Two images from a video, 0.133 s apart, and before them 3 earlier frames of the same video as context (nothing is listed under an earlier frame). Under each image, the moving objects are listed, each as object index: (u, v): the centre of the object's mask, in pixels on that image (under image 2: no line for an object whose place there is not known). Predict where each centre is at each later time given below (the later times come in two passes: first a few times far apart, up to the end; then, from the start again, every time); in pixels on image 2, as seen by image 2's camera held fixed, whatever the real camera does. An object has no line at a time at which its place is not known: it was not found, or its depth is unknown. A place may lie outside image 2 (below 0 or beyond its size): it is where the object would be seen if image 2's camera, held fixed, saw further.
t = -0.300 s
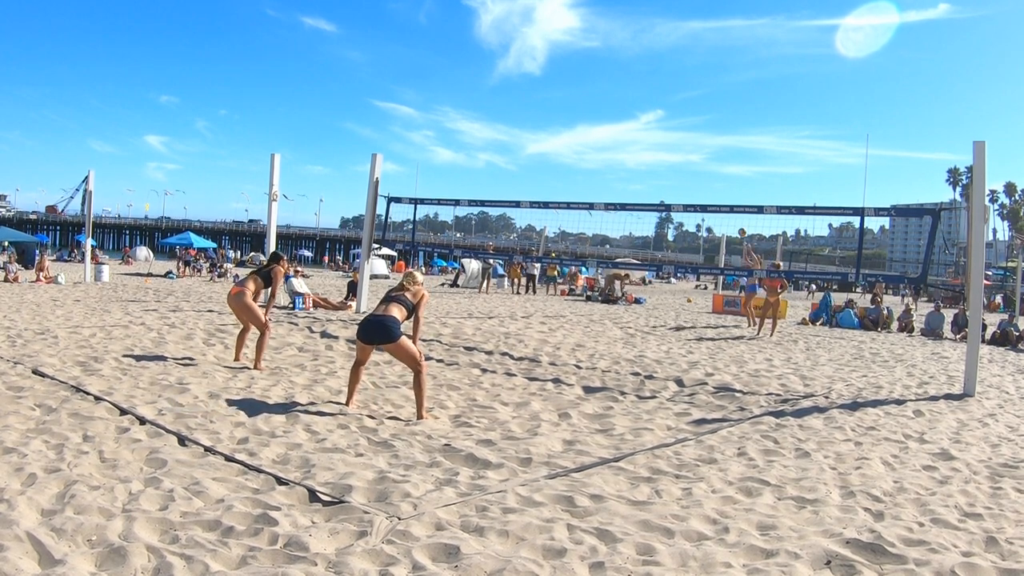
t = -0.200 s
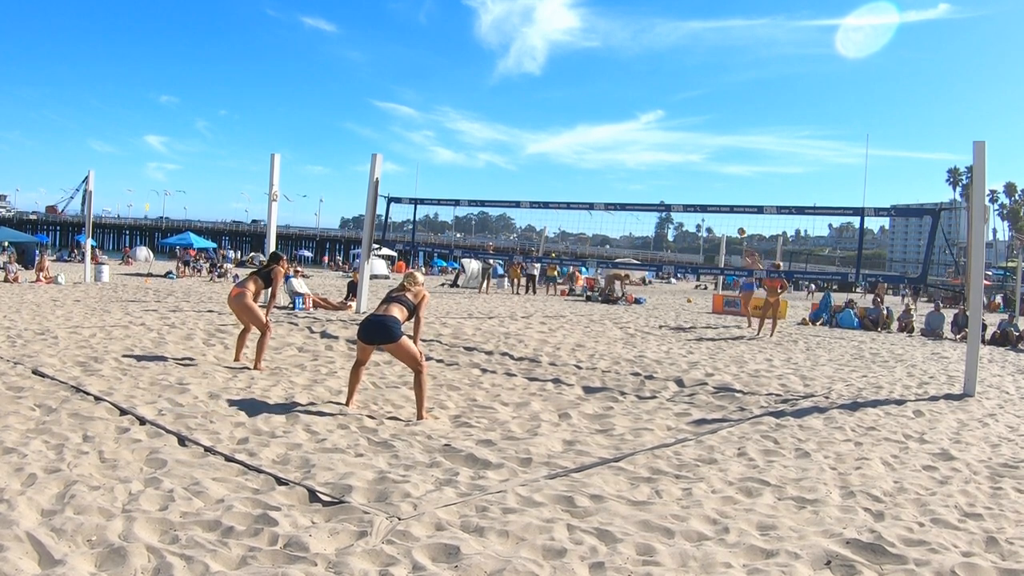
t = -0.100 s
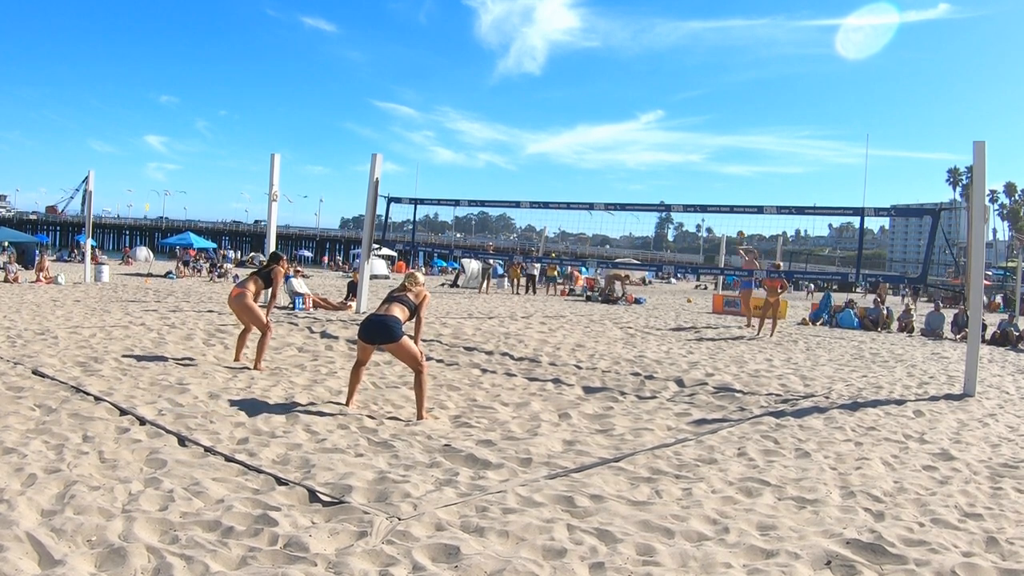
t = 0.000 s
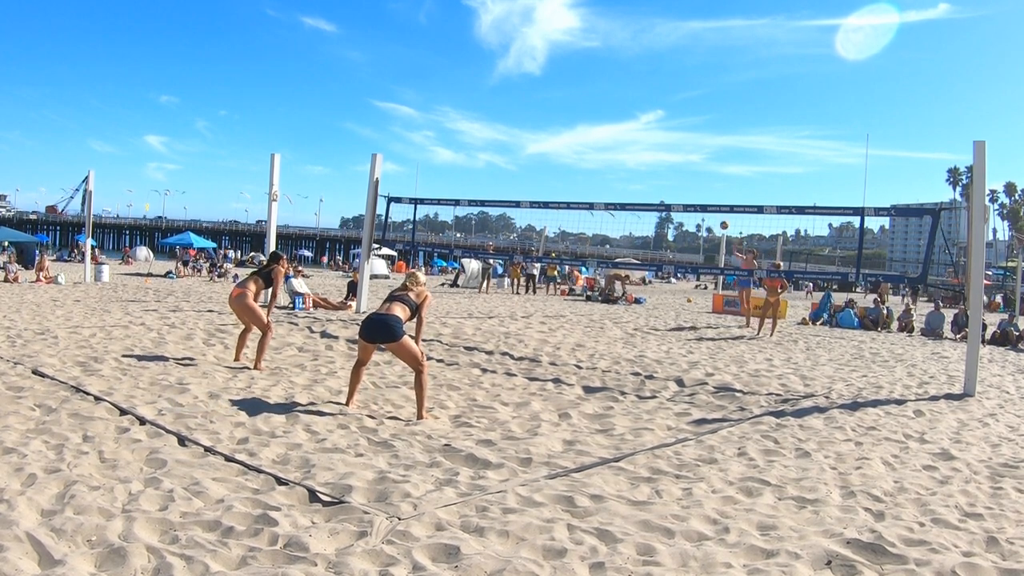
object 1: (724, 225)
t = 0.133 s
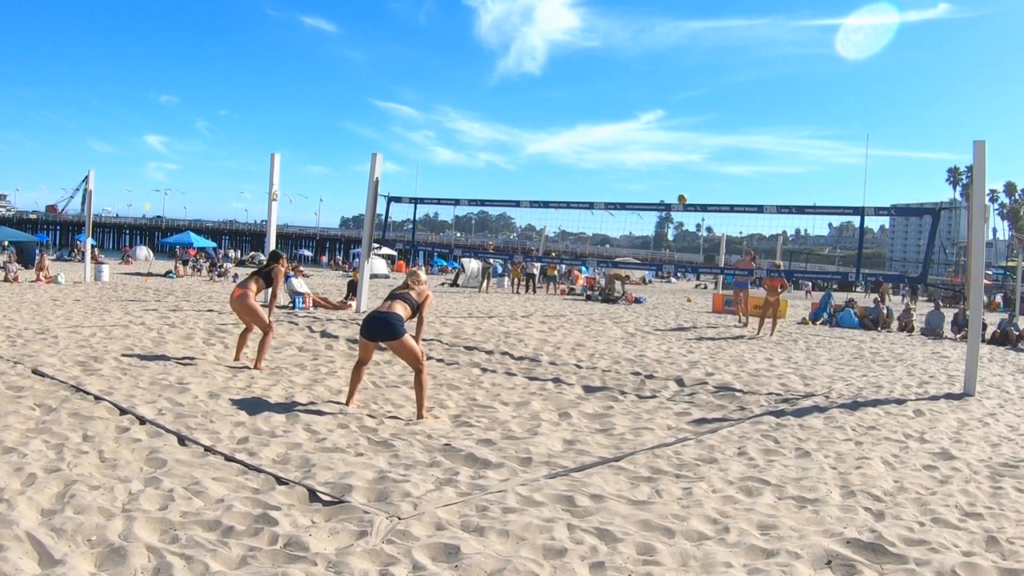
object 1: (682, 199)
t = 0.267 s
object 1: (632, 176)
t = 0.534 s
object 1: (502, 150)
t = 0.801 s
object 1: (321, 157)
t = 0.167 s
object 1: (670, 193)
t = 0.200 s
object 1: (658, 187)
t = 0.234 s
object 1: (645, 181)
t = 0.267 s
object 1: (632, 176)
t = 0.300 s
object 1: (618, 172)
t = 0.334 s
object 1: (603, 167)
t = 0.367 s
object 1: (589, 163)
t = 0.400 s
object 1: (573, 160)
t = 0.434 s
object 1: (556, 157)
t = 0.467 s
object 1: (539, 154)
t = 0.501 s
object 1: (521, 152)
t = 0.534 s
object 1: (502, 150)
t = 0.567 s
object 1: (482, 148)
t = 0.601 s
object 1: (462, 148)
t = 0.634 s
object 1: (441, 148)
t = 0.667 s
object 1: (418, 148)
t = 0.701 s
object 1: (396, 149)
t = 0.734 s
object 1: (371, 151)
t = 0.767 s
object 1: (347, 154)
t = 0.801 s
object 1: (321, 157)
